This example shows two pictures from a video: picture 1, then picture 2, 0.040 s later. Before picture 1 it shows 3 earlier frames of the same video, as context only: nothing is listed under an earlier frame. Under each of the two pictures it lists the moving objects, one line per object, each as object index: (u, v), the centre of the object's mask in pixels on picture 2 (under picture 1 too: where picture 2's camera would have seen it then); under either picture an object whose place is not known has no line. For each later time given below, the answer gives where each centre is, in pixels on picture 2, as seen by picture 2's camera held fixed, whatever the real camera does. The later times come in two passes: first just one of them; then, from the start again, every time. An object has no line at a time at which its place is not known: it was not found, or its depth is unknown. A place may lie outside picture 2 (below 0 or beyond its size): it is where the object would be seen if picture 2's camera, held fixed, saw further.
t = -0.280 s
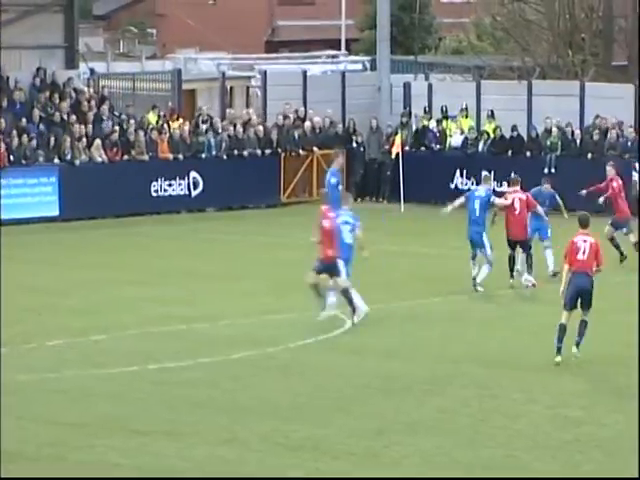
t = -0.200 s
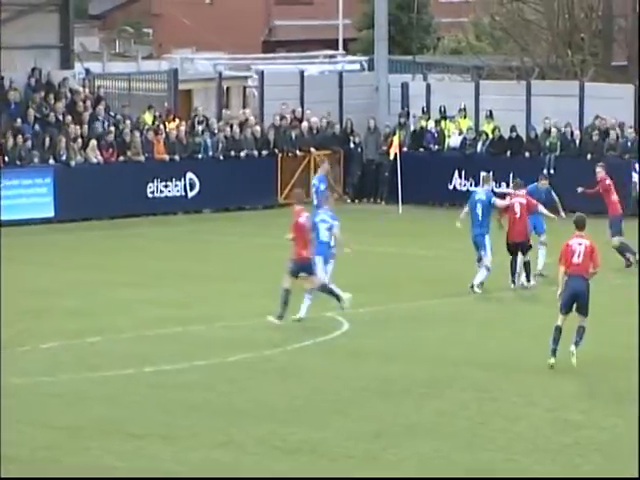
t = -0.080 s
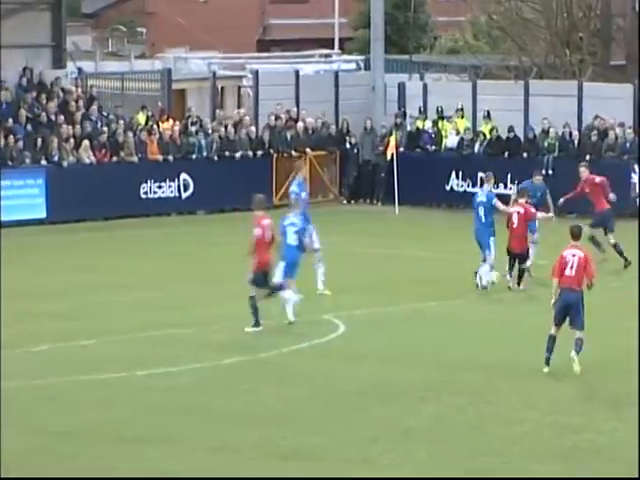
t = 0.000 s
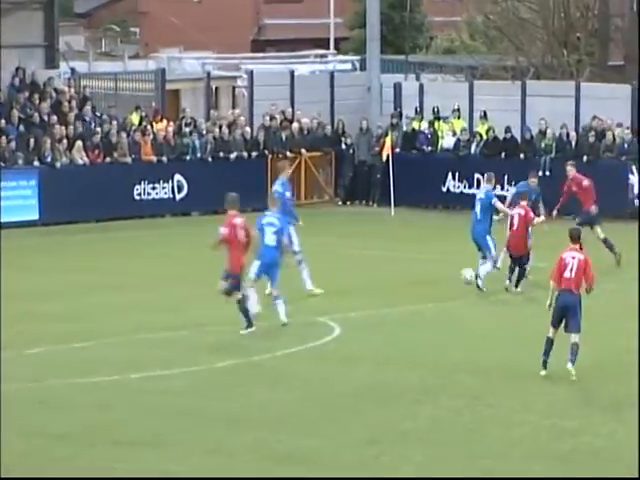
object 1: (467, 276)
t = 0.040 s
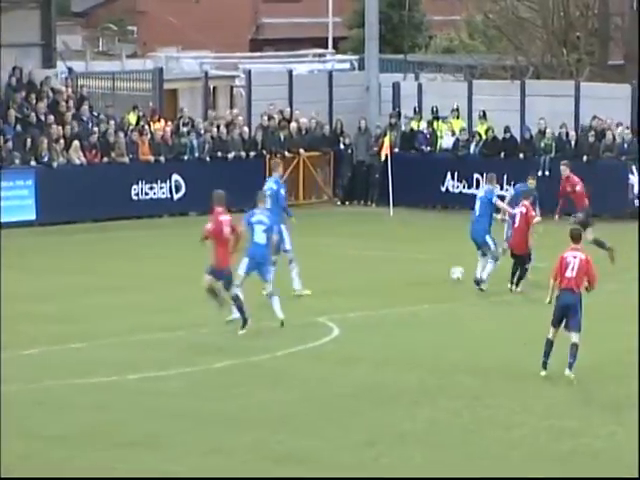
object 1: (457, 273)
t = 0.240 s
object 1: (413, 267)
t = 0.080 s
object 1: (448, 272)
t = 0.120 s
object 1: (438, 272)
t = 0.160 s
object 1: (429, 269)
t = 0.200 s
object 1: (421, 268)
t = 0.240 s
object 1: (413, 267)
